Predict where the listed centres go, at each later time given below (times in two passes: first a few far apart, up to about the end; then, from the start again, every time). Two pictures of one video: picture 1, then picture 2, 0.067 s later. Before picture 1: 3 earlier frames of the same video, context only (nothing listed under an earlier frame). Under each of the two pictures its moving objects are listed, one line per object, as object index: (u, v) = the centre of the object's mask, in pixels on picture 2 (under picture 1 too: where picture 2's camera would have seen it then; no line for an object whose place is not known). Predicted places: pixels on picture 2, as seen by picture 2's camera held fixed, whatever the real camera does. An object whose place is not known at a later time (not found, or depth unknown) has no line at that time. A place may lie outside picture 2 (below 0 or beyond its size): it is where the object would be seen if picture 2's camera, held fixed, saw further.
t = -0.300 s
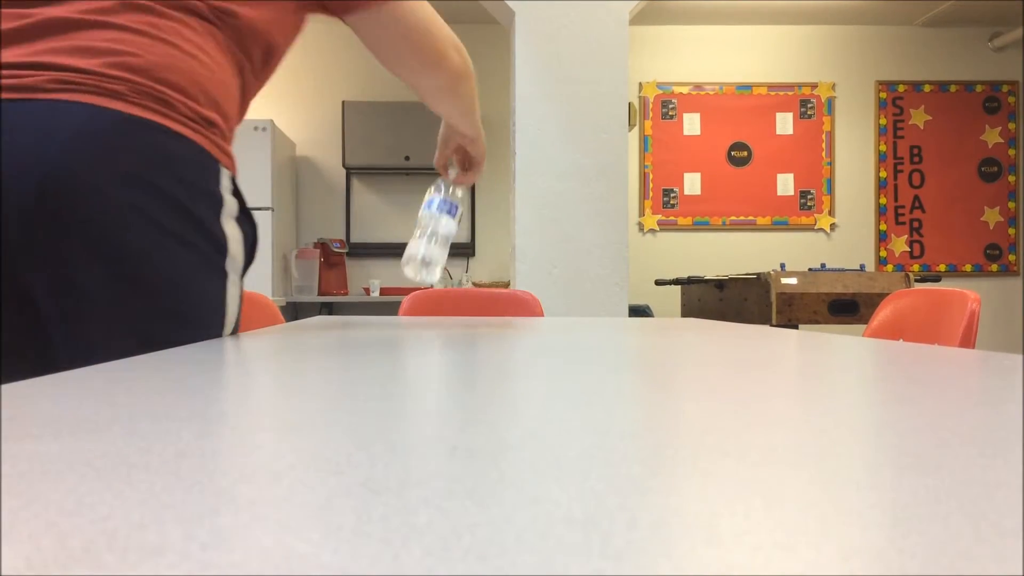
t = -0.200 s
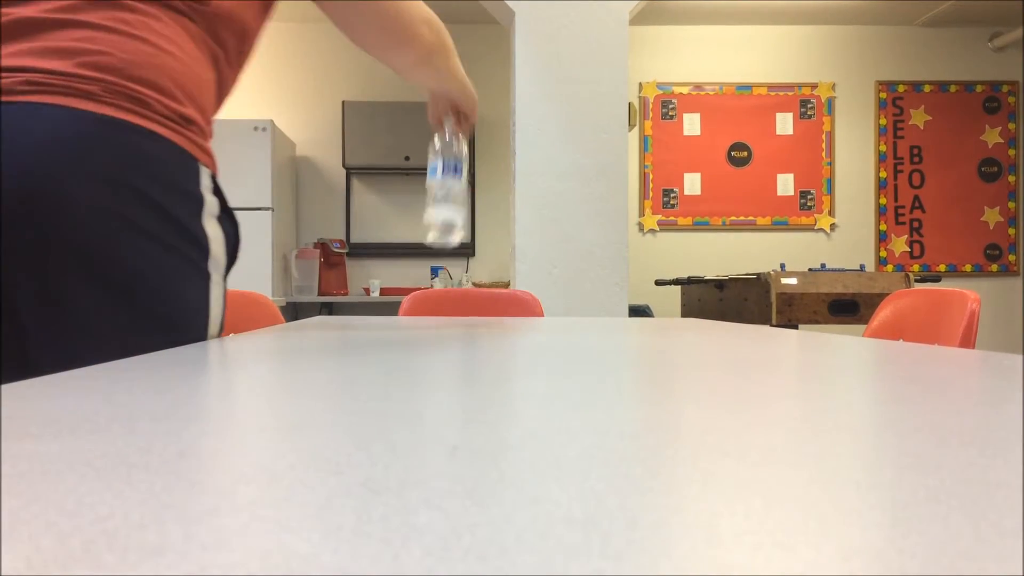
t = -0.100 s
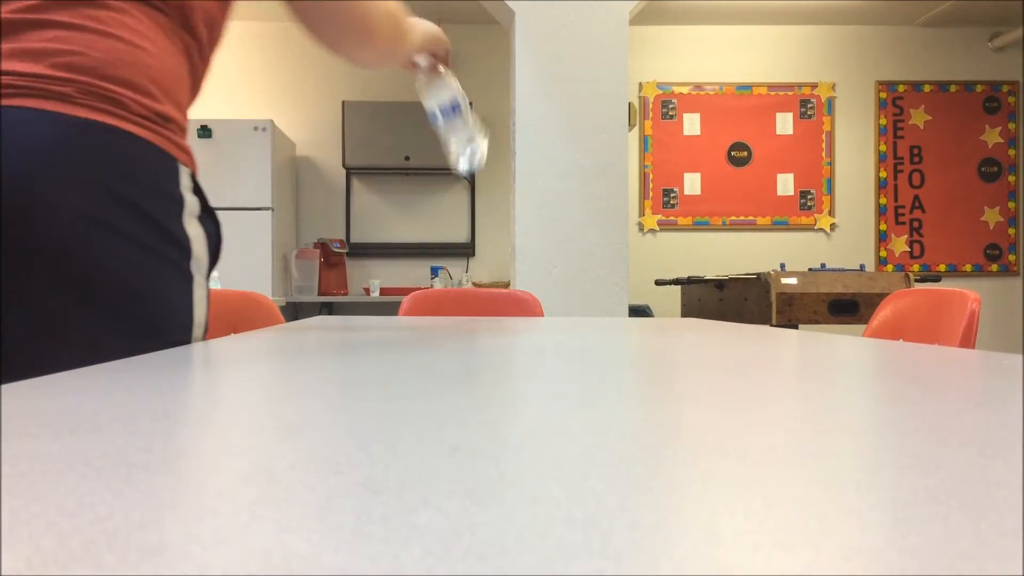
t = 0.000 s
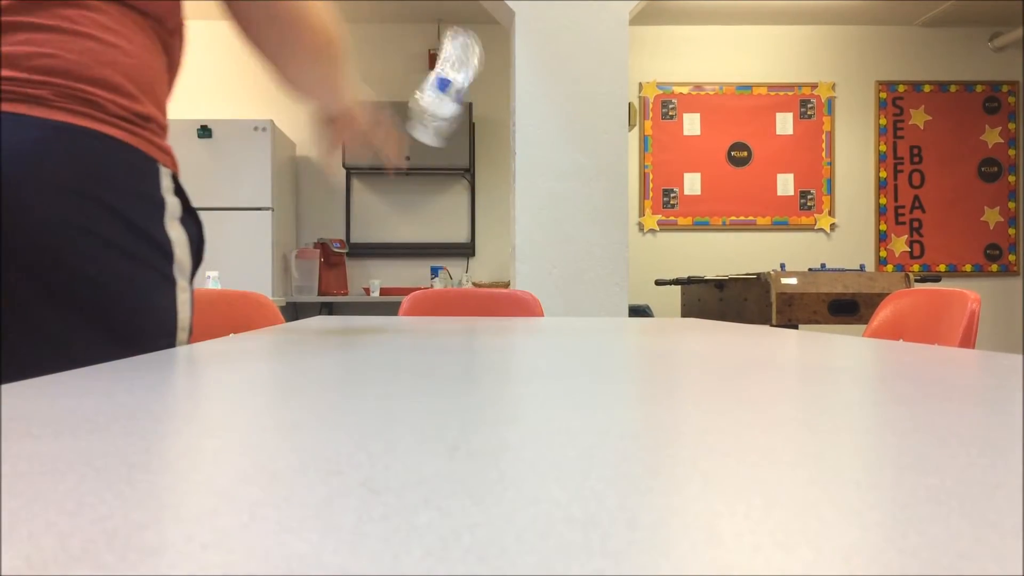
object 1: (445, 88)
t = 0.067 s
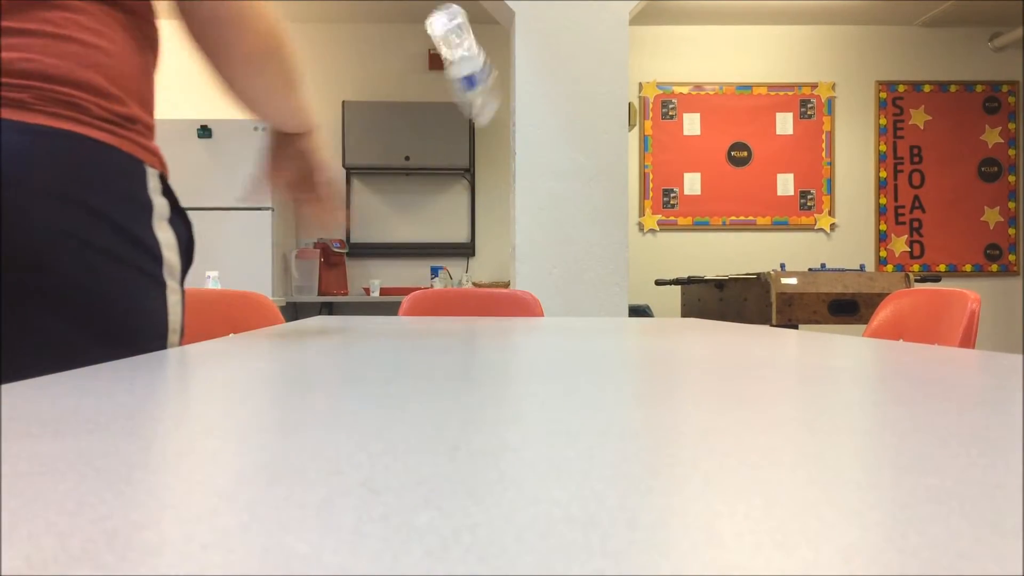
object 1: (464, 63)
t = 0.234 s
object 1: (439, 69)
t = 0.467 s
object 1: (397, 302)
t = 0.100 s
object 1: (465, 45)
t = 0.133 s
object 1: (460, 35)
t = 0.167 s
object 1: (452, 38)
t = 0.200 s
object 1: (444, 52)
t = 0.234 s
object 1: (439, 69)
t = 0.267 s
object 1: (432, 98)
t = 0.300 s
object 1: (424, 140)
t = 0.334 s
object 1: (417, 189)
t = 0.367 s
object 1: (409, 248)
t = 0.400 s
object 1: (404, 303)
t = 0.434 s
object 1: (401, 302)
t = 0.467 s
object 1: (397, 302)
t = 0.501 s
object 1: (395, 303)
